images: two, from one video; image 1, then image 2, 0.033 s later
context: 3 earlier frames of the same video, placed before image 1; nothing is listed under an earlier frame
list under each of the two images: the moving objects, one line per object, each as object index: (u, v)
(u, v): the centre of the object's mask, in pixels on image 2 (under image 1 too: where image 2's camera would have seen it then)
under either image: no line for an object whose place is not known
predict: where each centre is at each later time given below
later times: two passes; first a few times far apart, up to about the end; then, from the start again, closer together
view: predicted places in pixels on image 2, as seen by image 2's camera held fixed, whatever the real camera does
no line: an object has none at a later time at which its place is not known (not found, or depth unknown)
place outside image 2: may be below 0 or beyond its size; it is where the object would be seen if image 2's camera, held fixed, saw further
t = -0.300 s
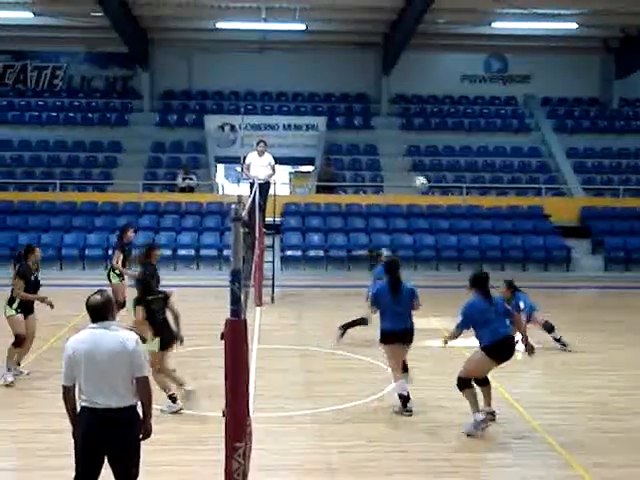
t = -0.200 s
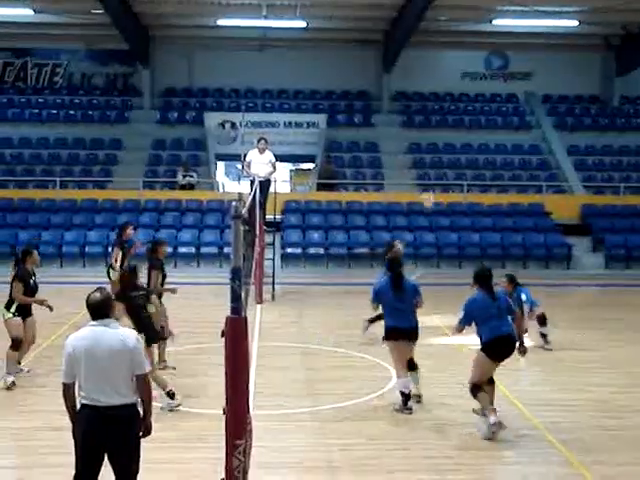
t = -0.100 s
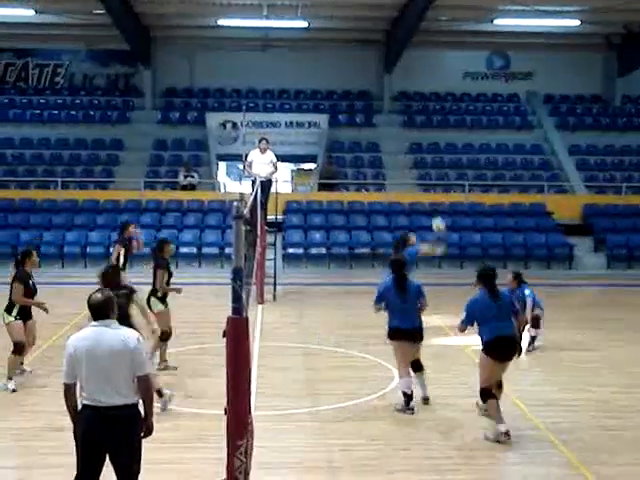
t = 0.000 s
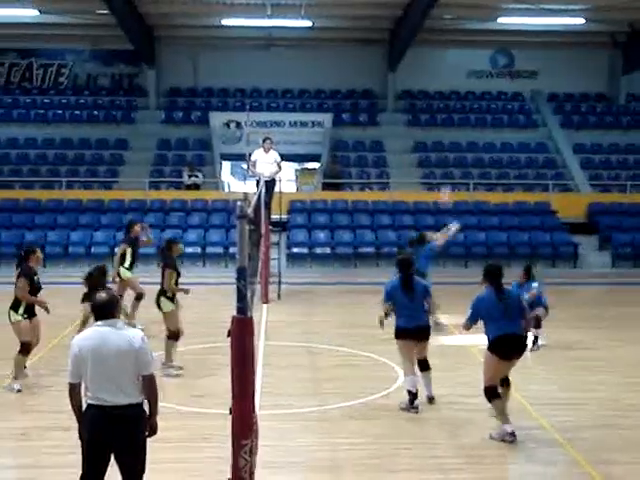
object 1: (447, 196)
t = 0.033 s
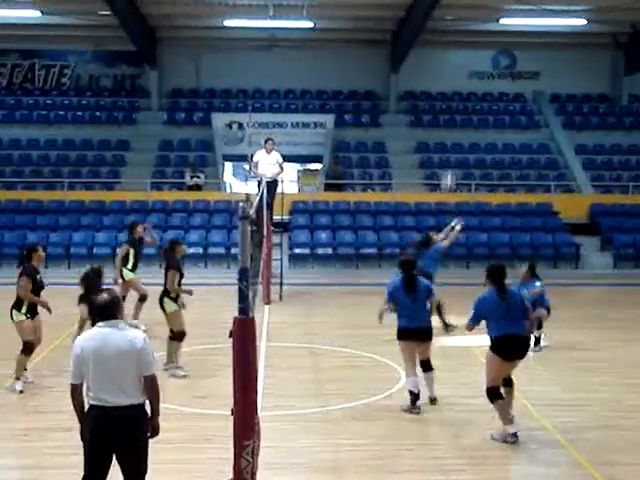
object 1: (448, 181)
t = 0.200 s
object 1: (450, 110)
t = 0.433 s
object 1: (451, 42)
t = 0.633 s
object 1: (450, 14)
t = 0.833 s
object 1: (449, 16)
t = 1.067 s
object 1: (447, 57)
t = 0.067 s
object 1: (448, 166)
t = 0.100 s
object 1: (449, 151)
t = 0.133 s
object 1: (449, 137)
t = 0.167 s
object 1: (449, 122)
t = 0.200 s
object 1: (450, 110)
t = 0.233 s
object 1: (450, 99)
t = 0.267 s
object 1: (450, 87)
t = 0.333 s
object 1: (450, 65)
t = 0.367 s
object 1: (451, 57)
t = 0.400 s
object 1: (451, 49)
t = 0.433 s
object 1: (451, 42)
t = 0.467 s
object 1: (451, 36)
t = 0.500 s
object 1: (451, 30)
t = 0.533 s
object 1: (450, 26)
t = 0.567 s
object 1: (451, 21)
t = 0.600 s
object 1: (450, 18)
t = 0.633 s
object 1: (450, 14)
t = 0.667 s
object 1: (450, 13)
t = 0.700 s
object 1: (450, 13)
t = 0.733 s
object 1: (449, 12)
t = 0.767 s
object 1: (449, 12)
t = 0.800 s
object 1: (448, 13)
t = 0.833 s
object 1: (449, 16)
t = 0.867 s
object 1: (449, 19)
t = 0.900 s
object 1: (449, 23)
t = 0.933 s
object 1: (449, 28)
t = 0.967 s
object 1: (448, 33)
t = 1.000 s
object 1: (448, 41)
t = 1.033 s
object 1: (448, 48)
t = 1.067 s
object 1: (447, 57)
